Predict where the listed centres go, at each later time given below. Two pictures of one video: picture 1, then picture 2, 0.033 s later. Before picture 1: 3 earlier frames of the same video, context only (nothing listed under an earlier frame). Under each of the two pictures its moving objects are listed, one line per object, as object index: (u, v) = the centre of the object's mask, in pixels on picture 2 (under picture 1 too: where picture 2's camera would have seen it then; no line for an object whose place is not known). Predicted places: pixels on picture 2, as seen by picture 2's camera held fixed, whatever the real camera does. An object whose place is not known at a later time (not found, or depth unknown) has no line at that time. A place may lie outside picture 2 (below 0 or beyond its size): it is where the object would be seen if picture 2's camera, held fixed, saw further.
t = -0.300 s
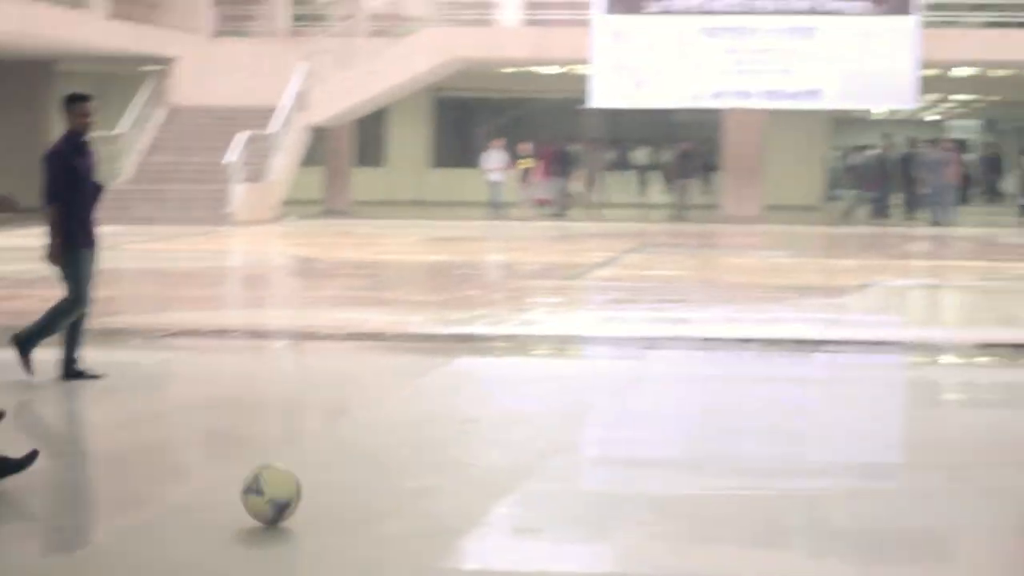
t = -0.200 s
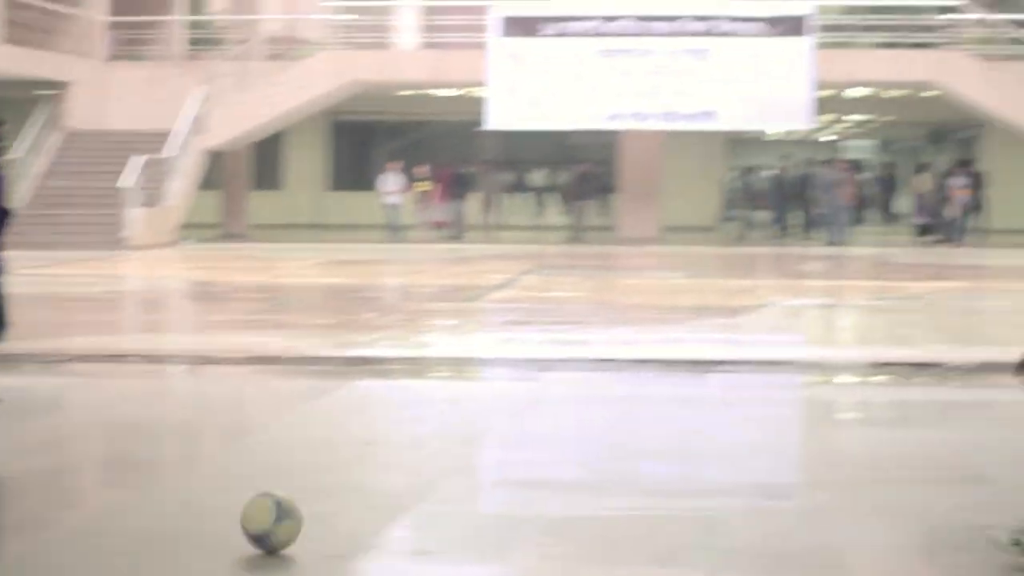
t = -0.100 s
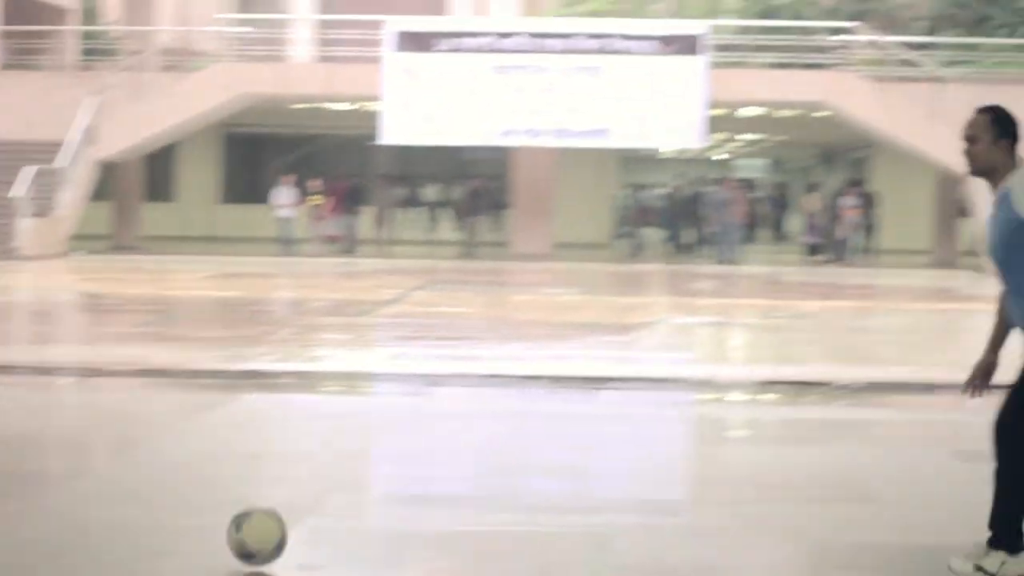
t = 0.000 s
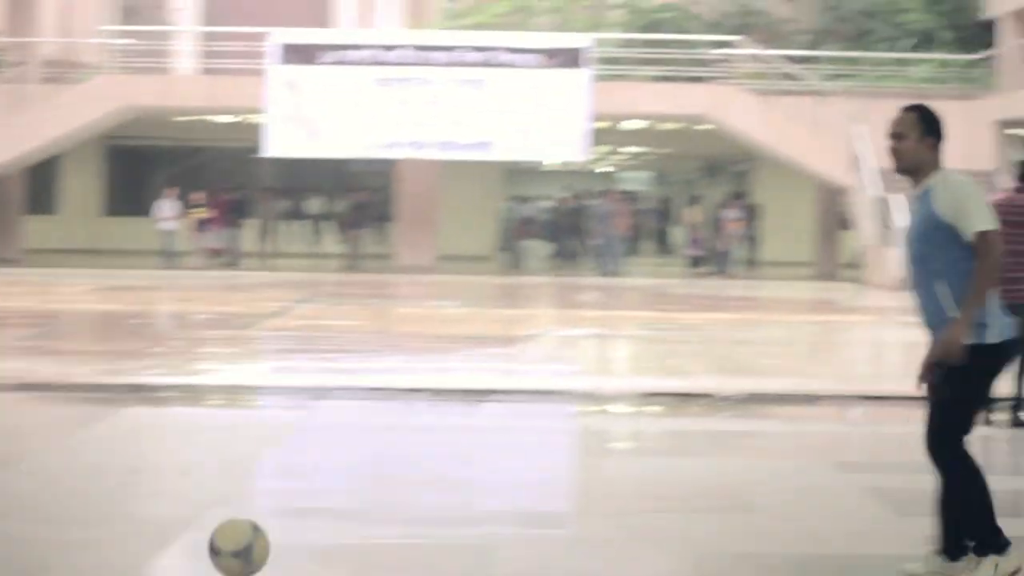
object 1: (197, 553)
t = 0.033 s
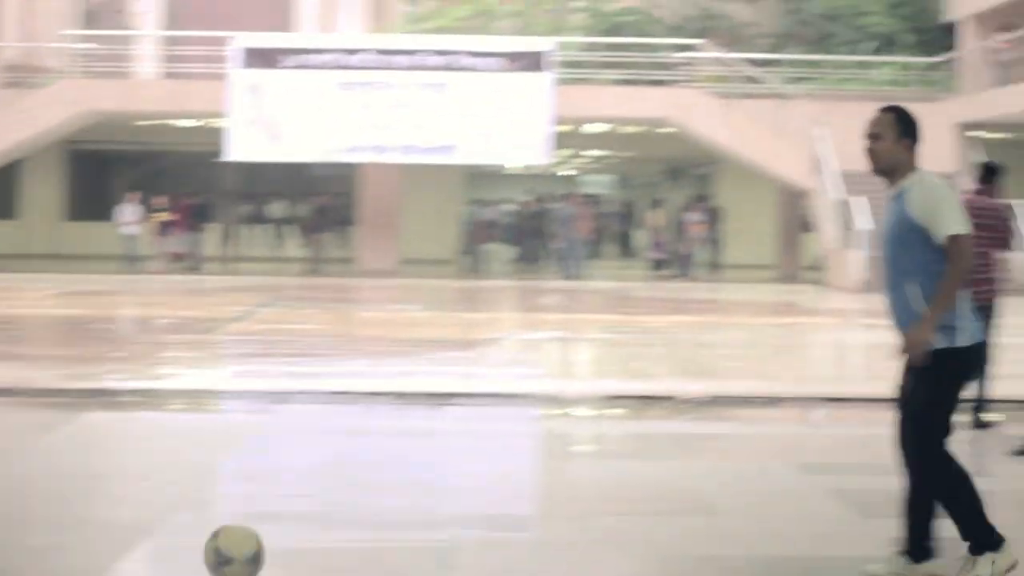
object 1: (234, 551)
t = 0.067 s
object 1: (270, 552)
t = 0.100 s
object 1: (306, 552)
